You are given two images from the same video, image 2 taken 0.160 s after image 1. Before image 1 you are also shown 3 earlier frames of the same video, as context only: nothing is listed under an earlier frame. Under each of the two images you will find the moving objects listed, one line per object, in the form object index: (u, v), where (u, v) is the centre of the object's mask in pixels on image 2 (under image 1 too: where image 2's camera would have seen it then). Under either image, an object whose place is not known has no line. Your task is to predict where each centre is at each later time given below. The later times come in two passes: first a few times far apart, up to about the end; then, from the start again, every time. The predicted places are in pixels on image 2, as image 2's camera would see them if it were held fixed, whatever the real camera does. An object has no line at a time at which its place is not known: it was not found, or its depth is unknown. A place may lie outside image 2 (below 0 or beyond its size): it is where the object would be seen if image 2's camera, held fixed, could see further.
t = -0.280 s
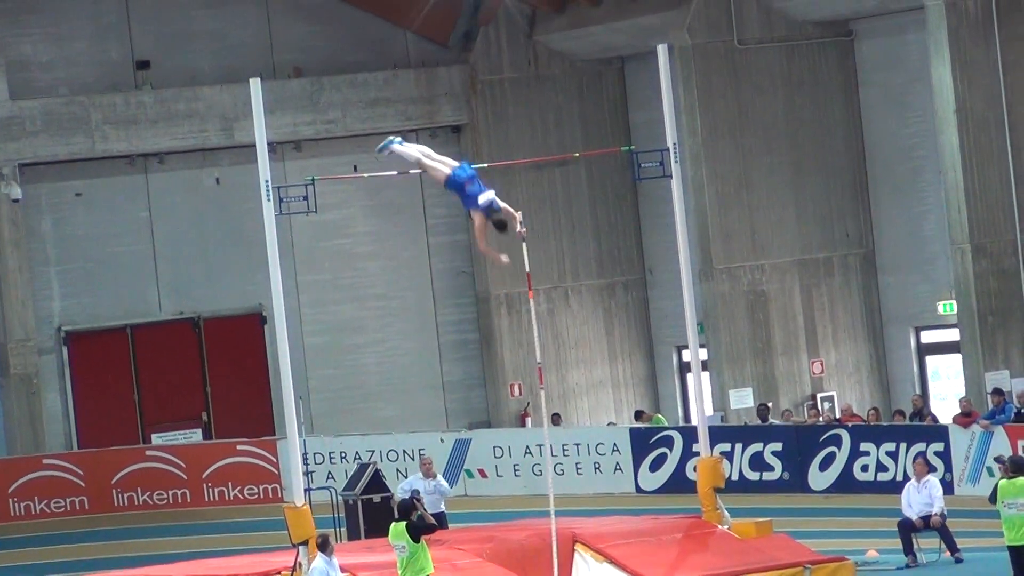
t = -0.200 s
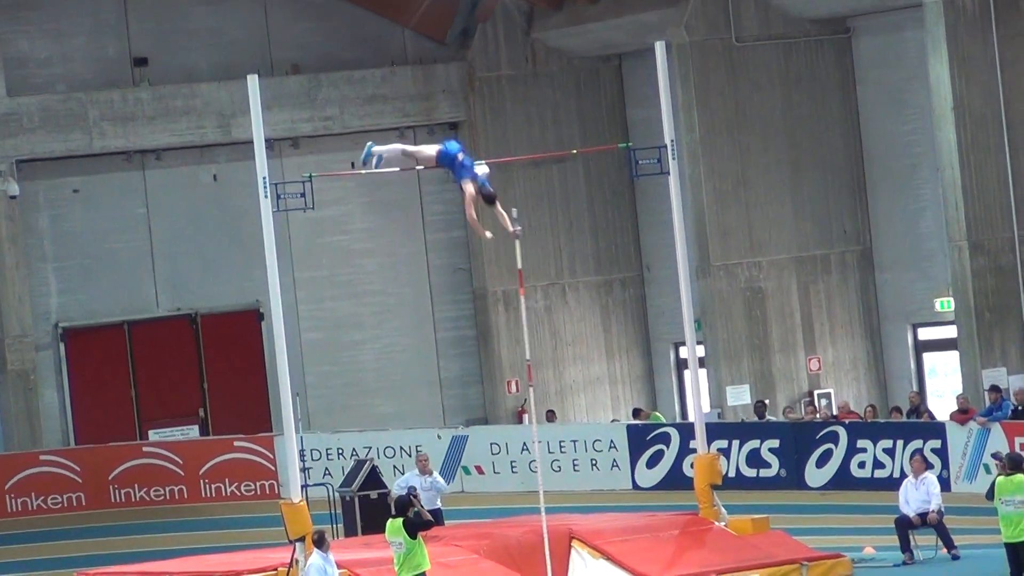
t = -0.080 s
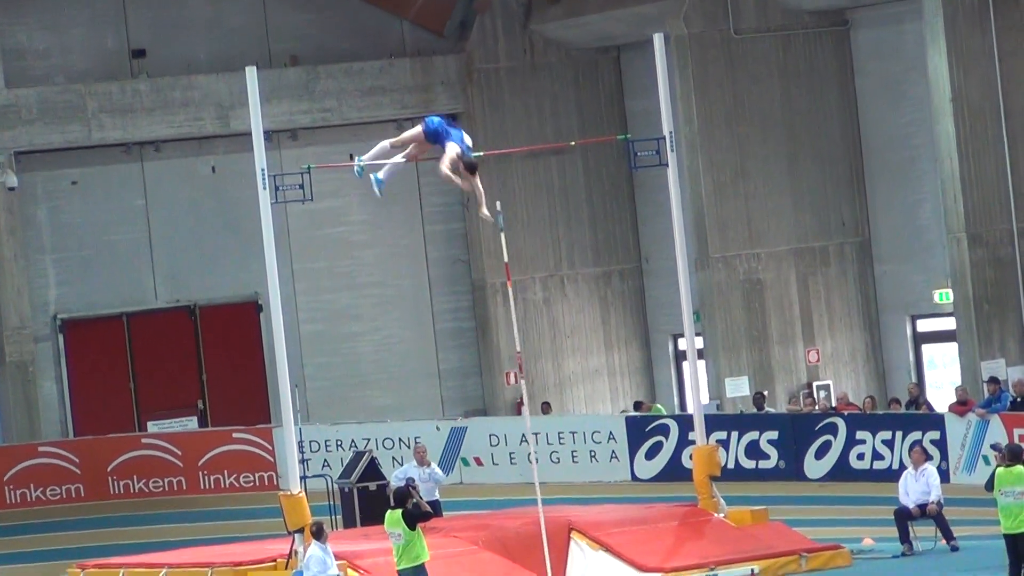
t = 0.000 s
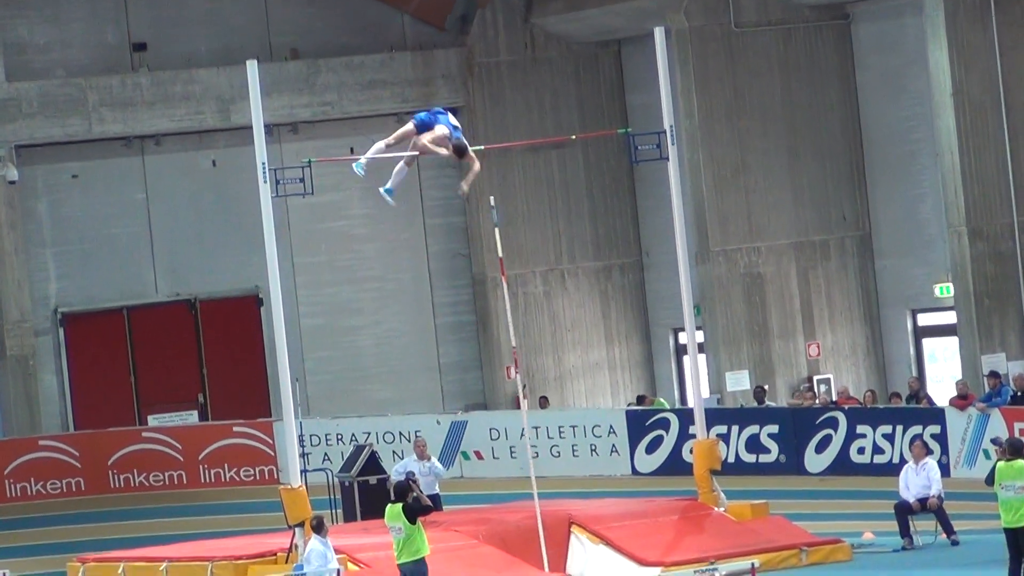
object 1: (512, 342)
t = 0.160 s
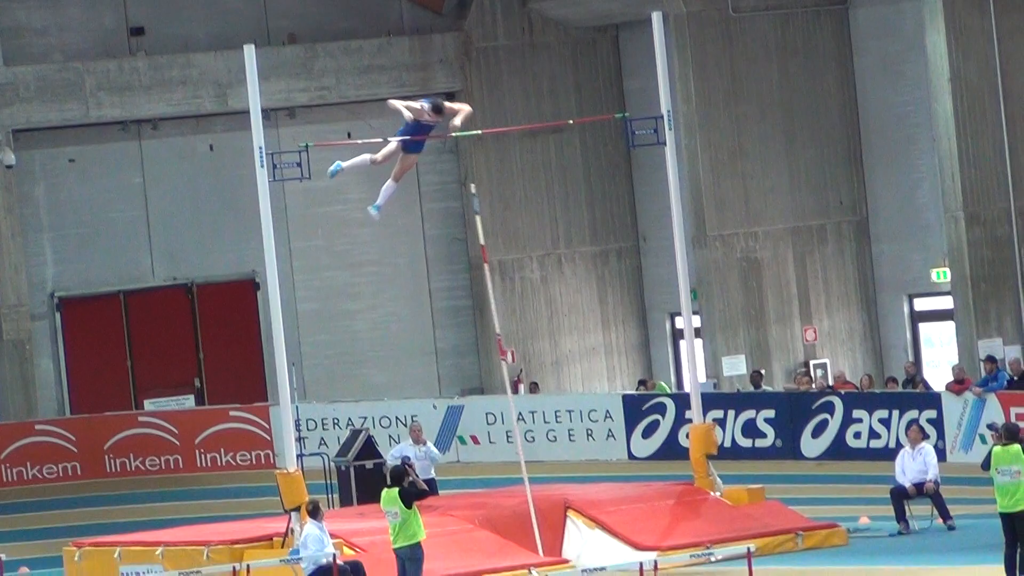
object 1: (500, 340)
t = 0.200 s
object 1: (496, 339)
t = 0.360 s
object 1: (488, 368)
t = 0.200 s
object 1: (496, 339)
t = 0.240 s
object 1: (492, 337)
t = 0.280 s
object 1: (490, 344)
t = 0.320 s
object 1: (487, 347)
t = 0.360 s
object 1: (488, 368)
